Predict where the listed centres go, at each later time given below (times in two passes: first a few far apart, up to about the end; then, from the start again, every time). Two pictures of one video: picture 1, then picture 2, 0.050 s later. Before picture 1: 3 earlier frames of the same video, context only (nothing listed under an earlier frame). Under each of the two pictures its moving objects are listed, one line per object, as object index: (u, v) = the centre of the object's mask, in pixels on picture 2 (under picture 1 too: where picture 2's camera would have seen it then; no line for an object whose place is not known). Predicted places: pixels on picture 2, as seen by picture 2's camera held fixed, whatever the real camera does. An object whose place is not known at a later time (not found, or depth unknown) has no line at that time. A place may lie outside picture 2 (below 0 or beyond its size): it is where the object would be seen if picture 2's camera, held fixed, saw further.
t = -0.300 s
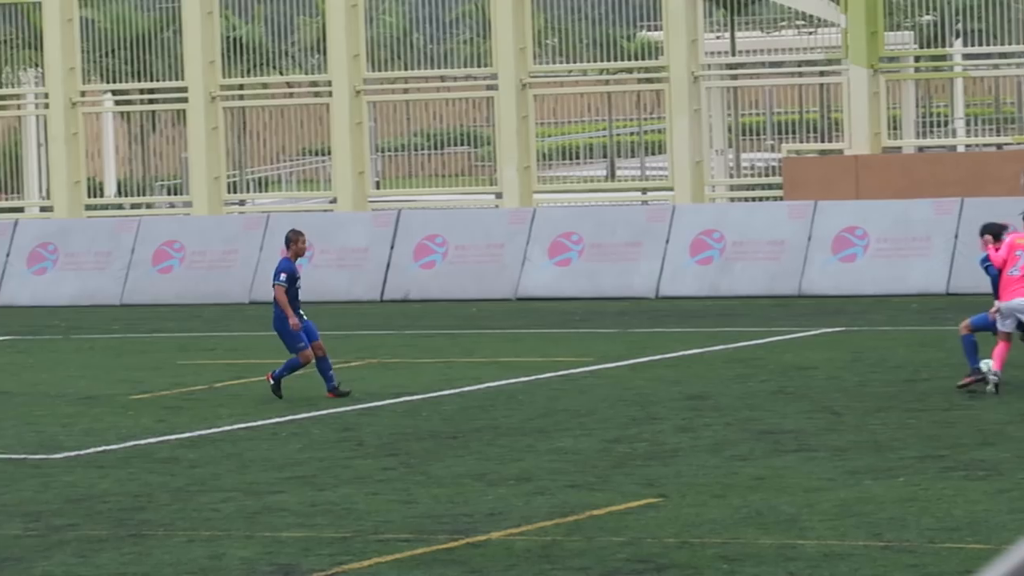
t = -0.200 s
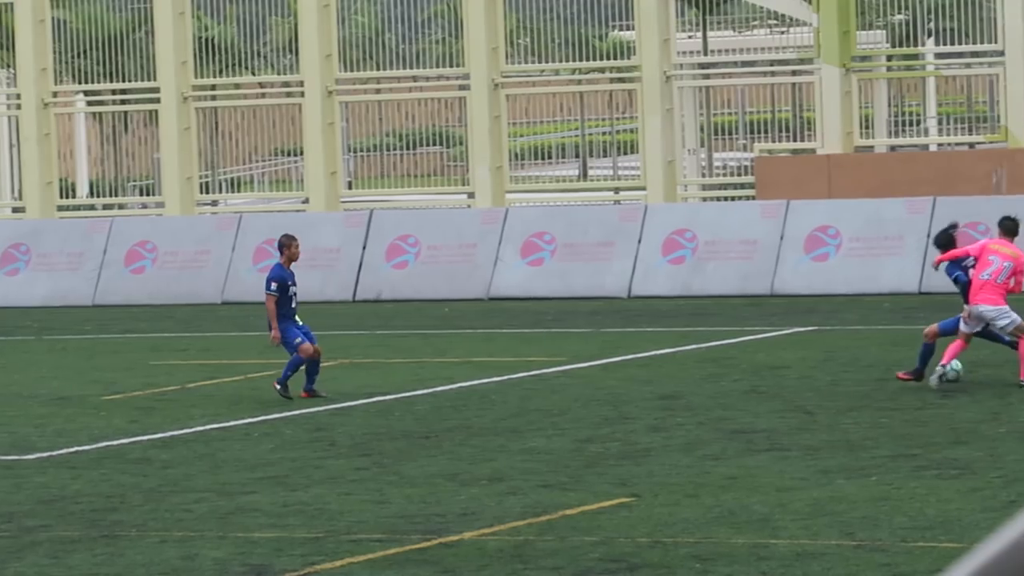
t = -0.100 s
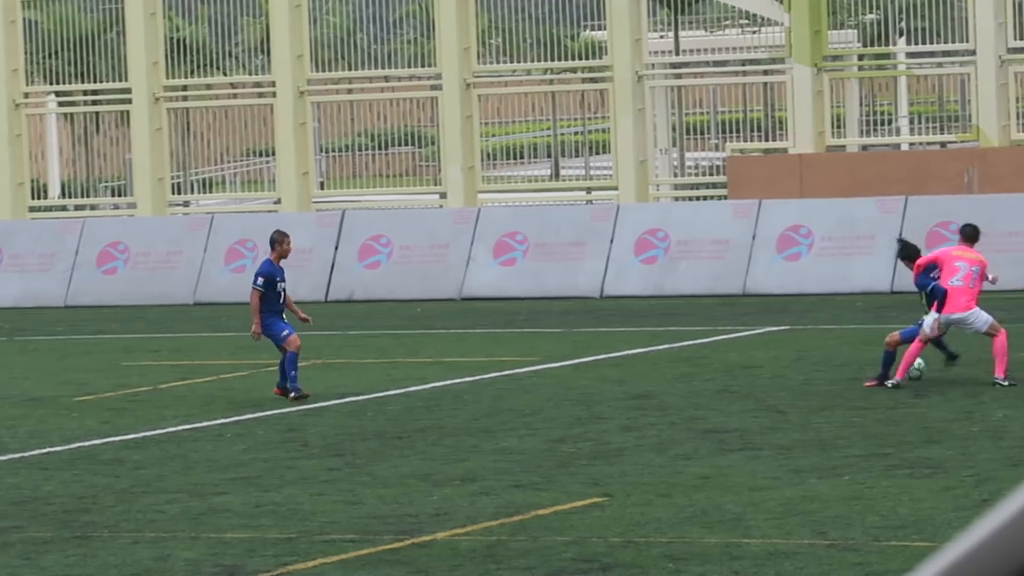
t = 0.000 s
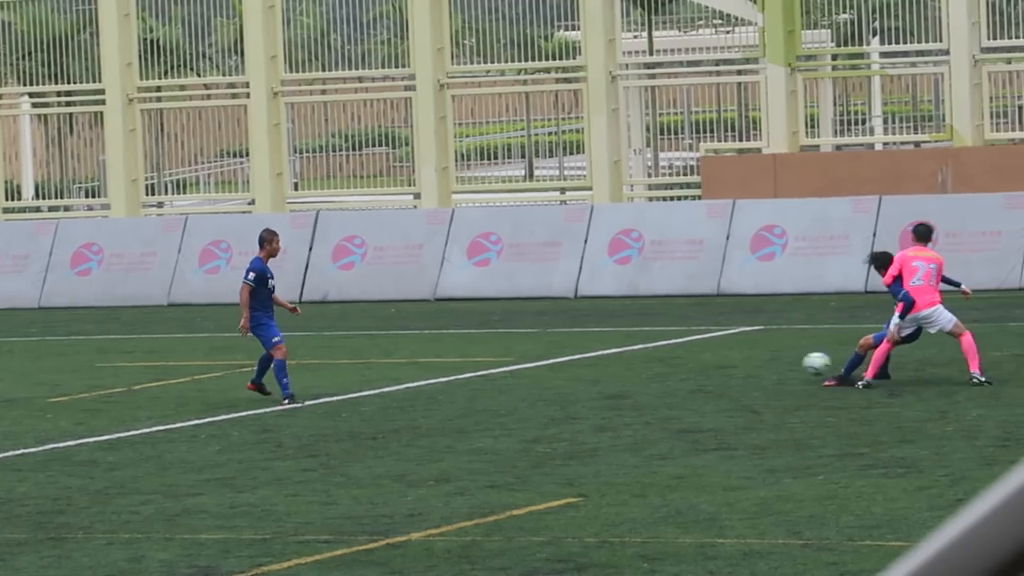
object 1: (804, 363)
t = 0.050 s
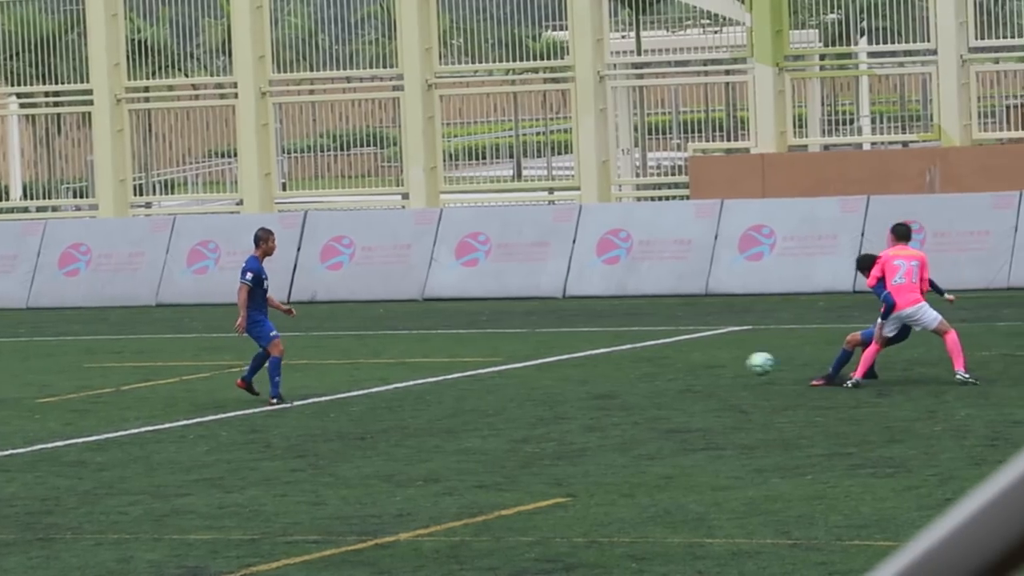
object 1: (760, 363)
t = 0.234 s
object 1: (602, 378)
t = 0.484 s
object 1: (419, 387)
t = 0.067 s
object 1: (745, 364)
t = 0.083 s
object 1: (731, 364)
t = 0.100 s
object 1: (716, 366)
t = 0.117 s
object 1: (701, 367)
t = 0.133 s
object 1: (686, 369)
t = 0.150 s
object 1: (671, 371)
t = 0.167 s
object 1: (657, 374)
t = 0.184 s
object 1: (642, 376)
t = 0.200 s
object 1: (628, 379)
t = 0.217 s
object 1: (615, 379)
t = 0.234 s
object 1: (602, 378)
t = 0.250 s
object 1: (589, 377)
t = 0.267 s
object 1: (576, 376)
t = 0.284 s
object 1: (564, 375)
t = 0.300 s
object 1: (551, 376)
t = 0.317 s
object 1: (539, 375)
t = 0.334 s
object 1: (526, 376)
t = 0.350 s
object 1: (514, 376)
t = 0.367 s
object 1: (501, 378)
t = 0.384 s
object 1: (489, 379)
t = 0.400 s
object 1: (476, 381)
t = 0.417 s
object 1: (463, 381)
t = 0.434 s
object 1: (452, 385)
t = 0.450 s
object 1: (440, 388)
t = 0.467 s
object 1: (428, 389)
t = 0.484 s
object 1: (419, 387)
